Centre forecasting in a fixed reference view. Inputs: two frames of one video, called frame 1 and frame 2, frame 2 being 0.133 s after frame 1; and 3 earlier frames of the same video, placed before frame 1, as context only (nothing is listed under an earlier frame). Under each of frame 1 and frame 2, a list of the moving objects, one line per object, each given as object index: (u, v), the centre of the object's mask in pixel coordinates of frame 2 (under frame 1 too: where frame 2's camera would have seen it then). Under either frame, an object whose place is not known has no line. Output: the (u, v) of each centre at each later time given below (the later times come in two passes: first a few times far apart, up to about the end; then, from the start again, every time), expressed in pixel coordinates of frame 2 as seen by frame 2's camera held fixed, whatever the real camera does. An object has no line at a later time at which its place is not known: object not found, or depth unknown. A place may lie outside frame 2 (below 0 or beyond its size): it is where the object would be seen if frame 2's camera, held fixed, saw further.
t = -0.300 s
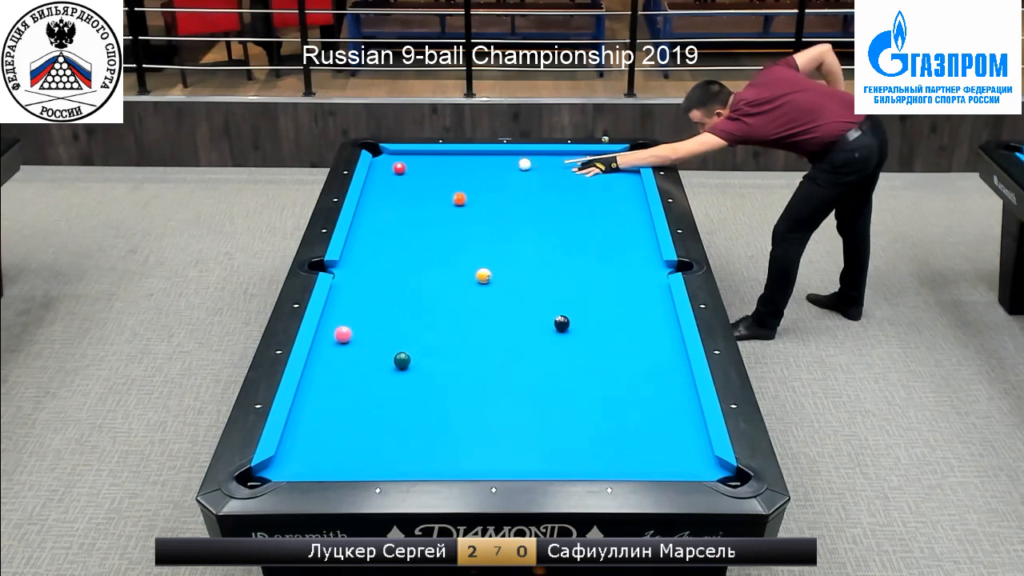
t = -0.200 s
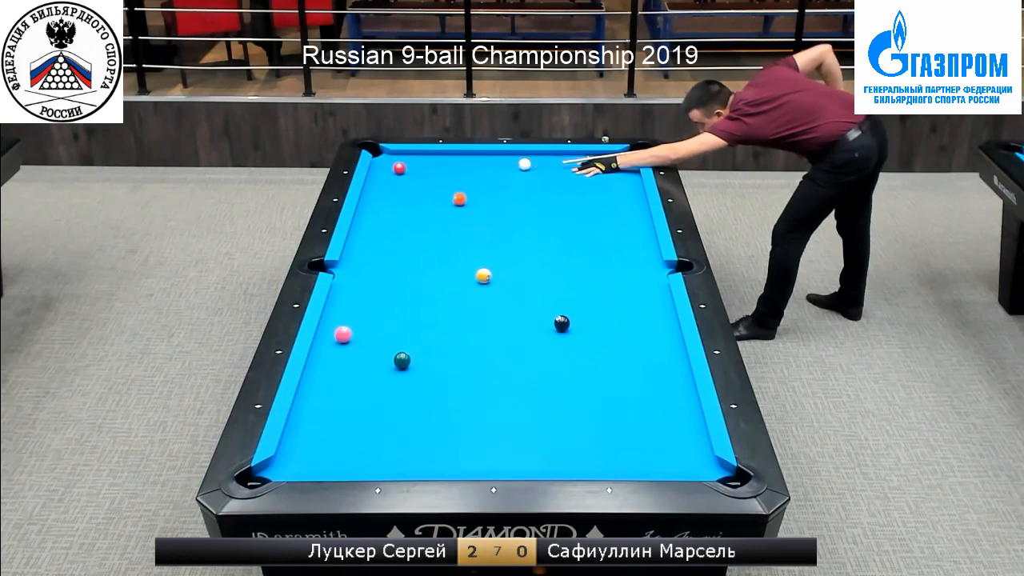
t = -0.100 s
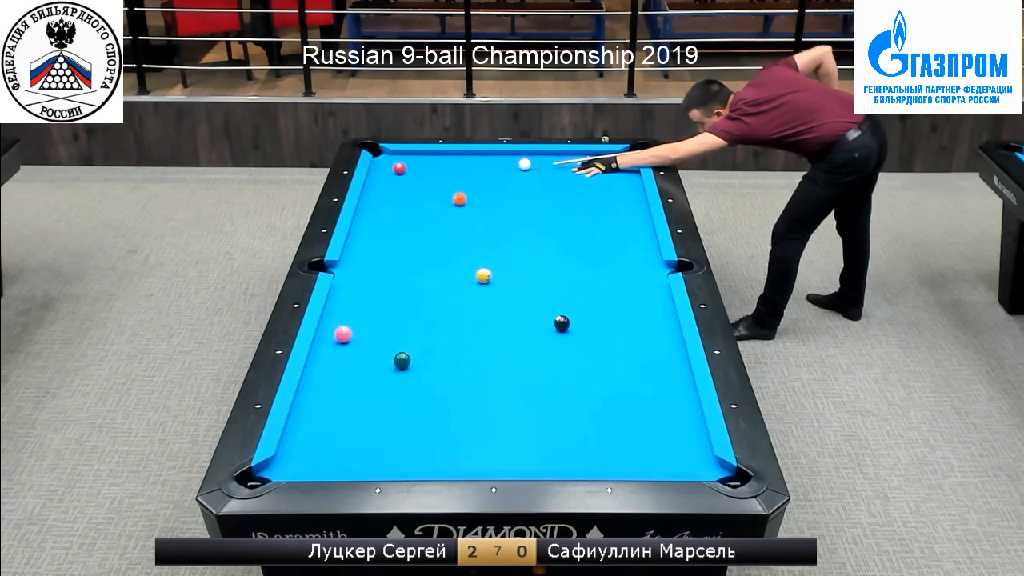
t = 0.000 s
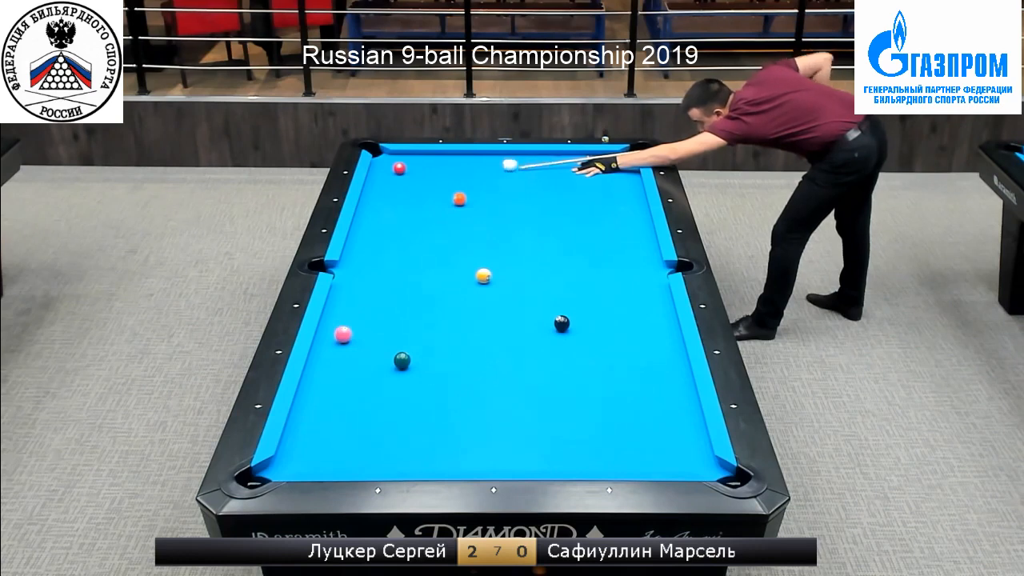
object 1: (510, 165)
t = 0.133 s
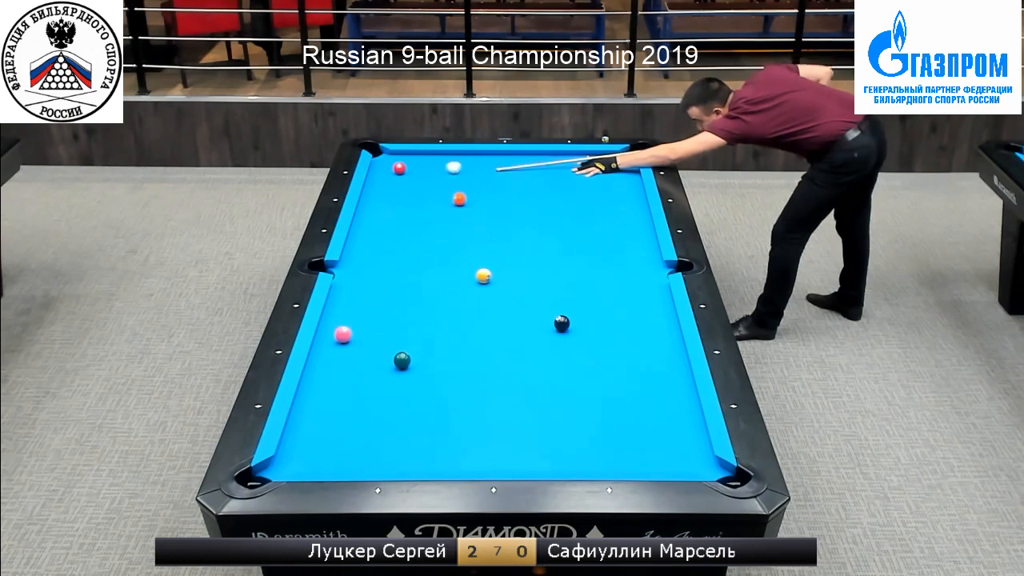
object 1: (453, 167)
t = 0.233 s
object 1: (417, 169)
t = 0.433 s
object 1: (406, 175)
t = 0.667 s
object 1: (400, 181)
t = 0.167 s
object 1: (441, 168)
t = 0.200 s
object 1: (429, 168)
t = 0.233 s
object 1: (417, 169)
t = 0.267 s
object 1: (410, 170)
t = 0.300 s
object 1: (409, 171)
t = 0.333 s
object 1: (408, 172)
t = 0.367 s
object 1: (407, 173)
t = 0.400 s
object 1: (406, 174)
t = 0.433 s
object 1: (406, 175)
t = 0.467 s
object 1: (405, 176)
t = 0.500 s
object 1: (404, 177)
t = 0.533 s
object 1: (403, 178)
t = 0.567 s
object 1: (402, 179)
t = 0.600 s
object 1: (401, 180)
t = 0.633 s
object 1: (401, 180)
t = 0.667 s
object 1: (400, 181)
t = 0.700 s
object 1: (399, 182)
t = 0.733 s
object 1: (398, 183)
